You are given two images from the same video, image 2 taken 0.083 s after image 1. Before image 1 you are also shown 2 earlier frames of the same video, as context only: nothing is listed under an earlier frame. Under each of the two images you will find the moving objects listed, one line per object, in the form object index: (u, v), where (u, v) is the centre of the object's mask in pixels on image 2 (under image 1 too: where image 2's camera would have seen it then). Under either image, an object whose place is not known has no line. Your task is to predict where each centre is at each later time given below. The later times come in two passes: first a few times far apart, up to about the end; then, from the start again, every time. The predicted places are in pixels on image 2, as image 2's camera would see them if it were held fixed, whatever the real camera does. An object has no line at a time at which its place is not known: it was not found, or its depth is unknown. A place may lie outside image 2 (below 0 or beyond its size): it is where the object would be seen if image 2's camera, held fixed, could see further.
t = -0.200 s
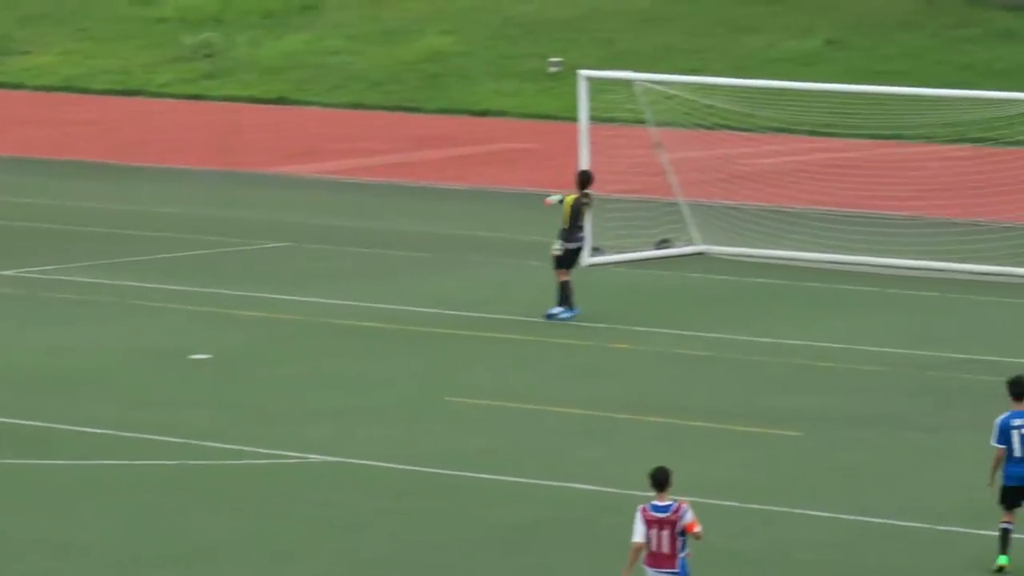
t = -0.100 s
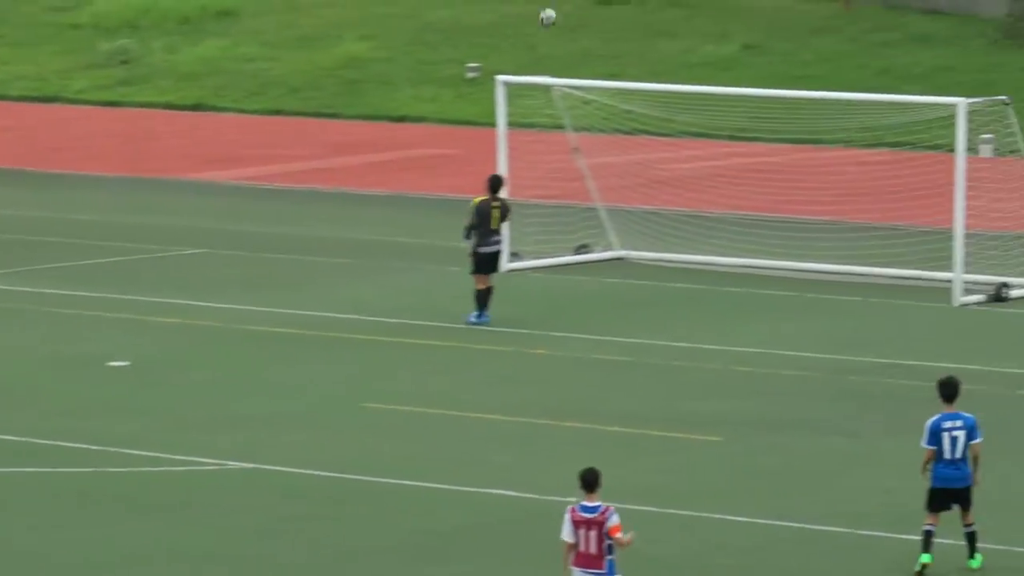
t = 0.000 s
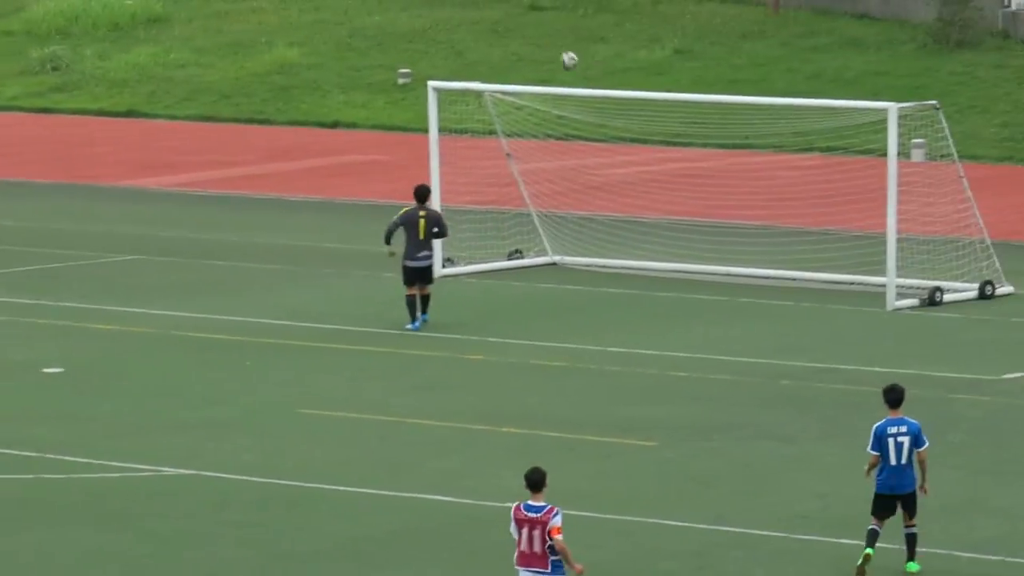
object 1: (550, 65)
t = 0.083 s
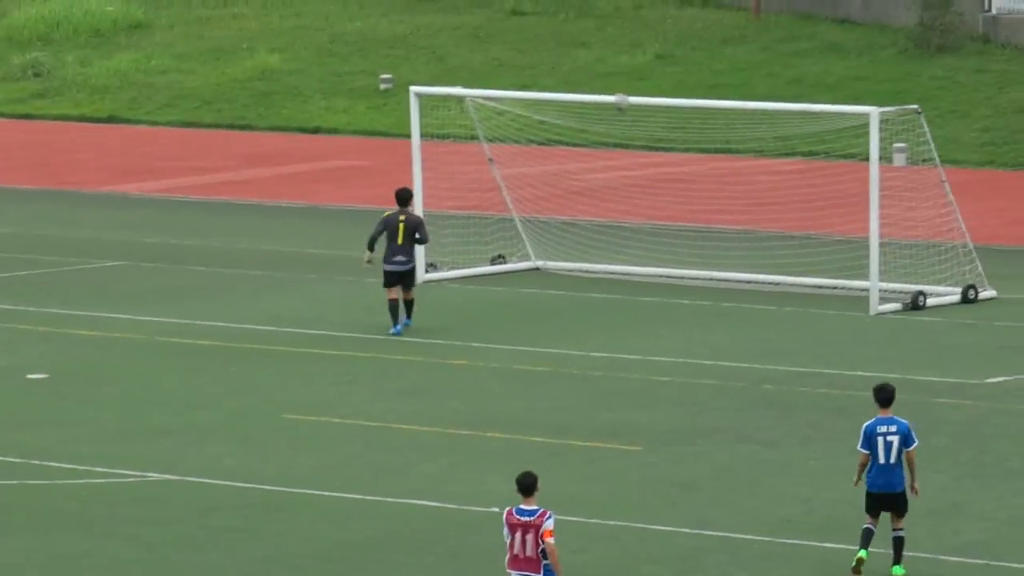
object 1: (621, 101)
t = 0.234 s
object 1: (706, 170)
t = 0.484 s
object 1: (730, 262)
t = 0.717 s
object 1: (721, 231)
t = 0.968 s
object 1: (704, 211)
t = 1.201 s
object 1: (691, 247)
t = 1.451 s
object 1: (676, 262)
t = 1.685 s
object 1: (664, 247)
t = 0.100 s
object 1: (636, 109)
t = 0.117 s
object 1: (650, 118)
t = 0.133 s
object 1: (664, 124)
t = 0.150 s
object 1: (677, 132)
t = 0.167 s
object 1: (688, 141)
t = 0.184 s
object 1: (693, 150)
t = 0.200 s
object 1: (698, 156)
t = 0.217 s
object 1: (703, 163)
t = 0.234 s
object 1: (706, 170)
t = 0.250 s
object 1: (710, 177)
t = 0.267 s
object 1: (712, 184)
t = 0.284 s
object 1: (715, 191)
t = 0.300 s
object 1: (717, 197)
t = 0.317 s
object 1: (719, 204)
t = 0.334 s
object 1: (719, 209)
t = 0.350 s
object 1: (722, 215)
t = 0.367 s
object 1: (722, 220)
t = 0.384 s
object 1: (724, 226)
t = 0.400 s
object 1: (726, 231)
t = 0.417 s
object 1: (726, 237)
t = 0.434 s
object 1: (728, 242)
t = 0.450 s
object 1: (728, 249)
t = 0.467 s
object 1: (730, 256)
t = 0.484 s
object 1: (730, 262)
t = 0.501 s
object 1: (733, 269)
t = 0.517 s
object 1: (734, 277)
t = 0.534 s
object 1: (734, 277)
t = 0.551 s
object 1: (733, 274)
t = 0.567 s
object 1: (731, 267)
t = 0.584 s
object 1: (730, 262)
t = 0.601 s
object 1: (729, 258)
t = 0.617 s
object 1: (728, 253)
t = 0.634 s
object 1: (727, 249)
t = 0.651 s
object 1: (725, 245)
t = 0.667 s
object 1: (724, 241)
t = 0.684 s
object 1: (723, 237)
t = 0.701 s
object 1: (722, 234)
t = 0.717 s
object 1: (721, 231)
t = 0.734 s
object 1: (720, 228)
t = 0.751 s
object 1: (719, 225)
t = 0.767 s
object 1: (717, 223)
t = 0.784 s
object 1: (716, 220)
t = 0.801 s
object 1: (715, 218)
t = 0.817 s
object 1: (714, 217)
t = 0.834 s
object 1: (713, 215)
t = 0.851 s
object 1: (712, 213)
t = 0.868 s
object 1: (711, 212)
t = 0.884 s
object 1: (710, 211)
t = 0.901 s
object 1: (709, 211)
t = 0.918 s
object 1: (708, 211)
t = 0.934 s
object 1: (707, 211)
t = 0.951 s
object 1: (706, 211)
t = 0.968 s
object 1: (704, 211)
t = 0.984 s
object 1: (703, 213)
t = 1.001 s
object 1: (702, 214)
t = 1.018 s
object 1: (701, 215)
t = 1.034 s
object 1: (701, 217)
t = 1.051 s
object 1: (700, 219)
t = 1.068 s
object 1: (699, 222)
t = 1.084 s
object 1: (697, 224)
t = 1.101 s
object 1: (697, 226)
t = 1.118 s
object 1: (695, 229)
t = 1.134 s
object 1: (695, 233)
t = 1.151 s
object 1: (694, 236)
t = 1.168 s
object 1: (693, 239)
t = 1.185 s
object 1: (692, 243)
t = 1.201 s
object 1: (691, 247)
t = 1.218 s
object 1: (690, 251)
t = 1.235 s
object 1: (689, 255)
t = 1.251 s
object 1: (688, 260)
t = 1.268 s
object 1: (687, 265)
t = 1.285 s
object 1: (686, 270)
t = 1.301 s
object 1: (685, 275)
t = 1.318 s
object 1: (684, 282)
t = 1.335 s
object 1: (683, 284)
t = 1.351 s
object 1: (683, 282)
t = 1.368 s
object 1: (682, 281)
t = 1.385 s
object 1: (680, 273)
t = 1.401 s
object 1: (679, 270)
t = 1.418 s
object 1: (678, 268)
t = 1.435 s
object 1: (677, 264)
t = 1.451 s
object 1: (676, 262)
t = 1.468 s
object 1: (676, 259)
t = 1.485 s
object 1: (675, 257)
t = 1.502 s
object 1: (674, 256)
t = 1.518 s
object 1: (673, 254)
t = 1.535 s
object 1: (673, 252)
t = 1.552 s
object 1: (671, 251)
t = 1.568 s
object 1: (670, 249)
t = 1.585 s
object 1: (669, 248)
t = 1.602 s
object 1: (668, 248)
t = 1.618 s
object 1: (668, 247)
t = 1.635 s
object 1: (667, 247)
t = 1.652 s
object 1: (666, 246)
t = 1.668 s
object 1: (665, 247)
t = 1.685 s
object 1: (664, 247)
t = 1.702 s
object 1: (664, 247)
